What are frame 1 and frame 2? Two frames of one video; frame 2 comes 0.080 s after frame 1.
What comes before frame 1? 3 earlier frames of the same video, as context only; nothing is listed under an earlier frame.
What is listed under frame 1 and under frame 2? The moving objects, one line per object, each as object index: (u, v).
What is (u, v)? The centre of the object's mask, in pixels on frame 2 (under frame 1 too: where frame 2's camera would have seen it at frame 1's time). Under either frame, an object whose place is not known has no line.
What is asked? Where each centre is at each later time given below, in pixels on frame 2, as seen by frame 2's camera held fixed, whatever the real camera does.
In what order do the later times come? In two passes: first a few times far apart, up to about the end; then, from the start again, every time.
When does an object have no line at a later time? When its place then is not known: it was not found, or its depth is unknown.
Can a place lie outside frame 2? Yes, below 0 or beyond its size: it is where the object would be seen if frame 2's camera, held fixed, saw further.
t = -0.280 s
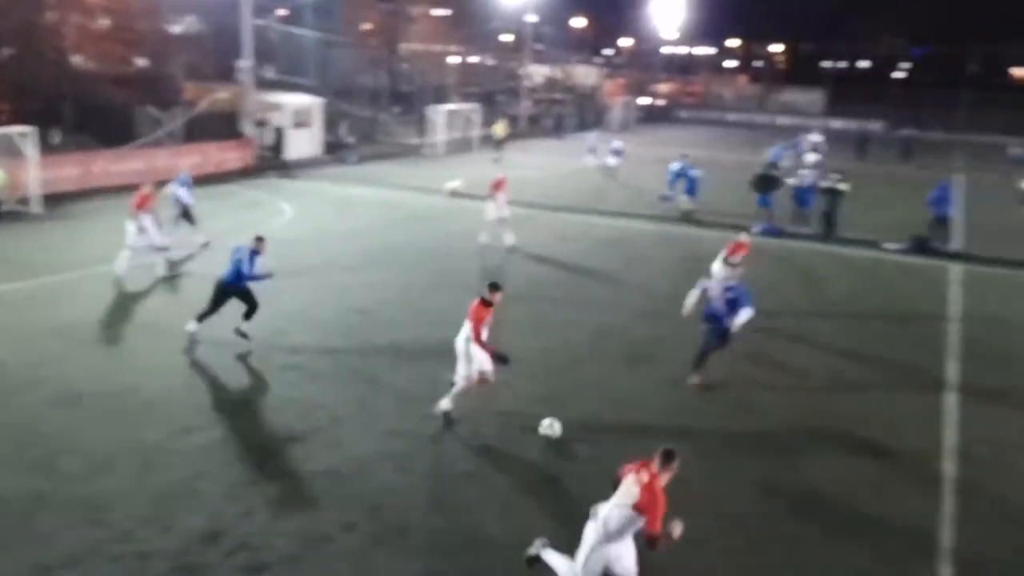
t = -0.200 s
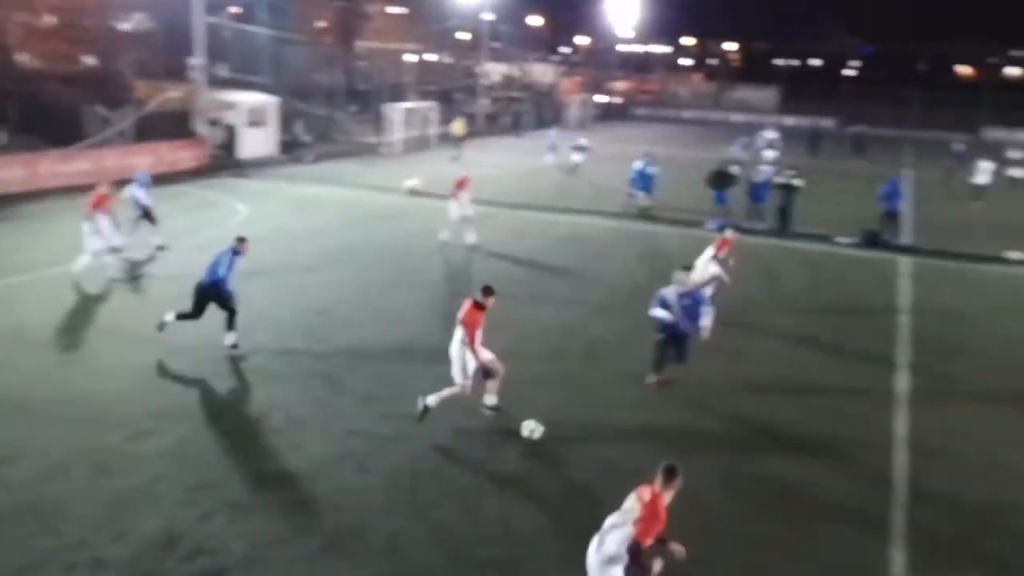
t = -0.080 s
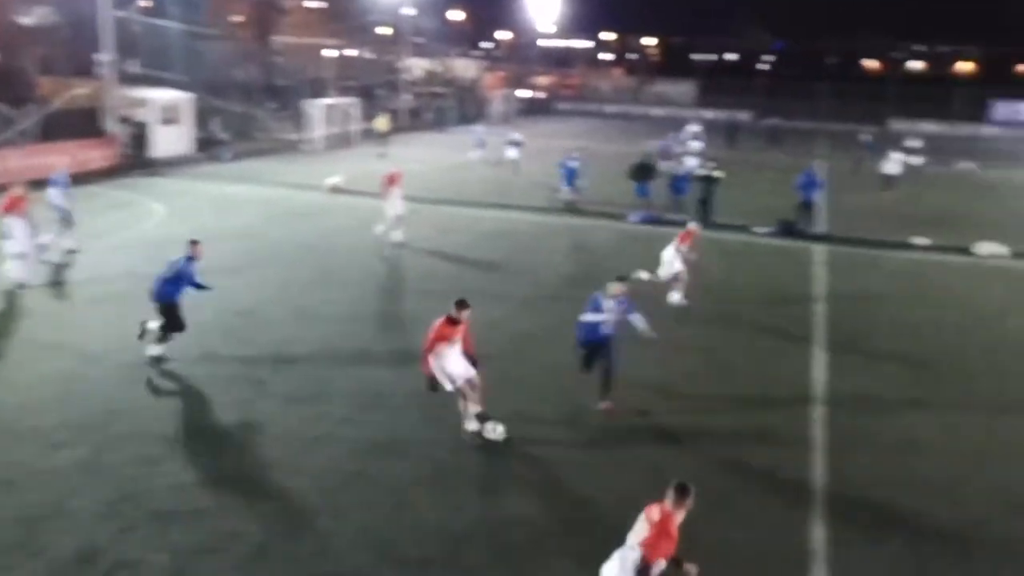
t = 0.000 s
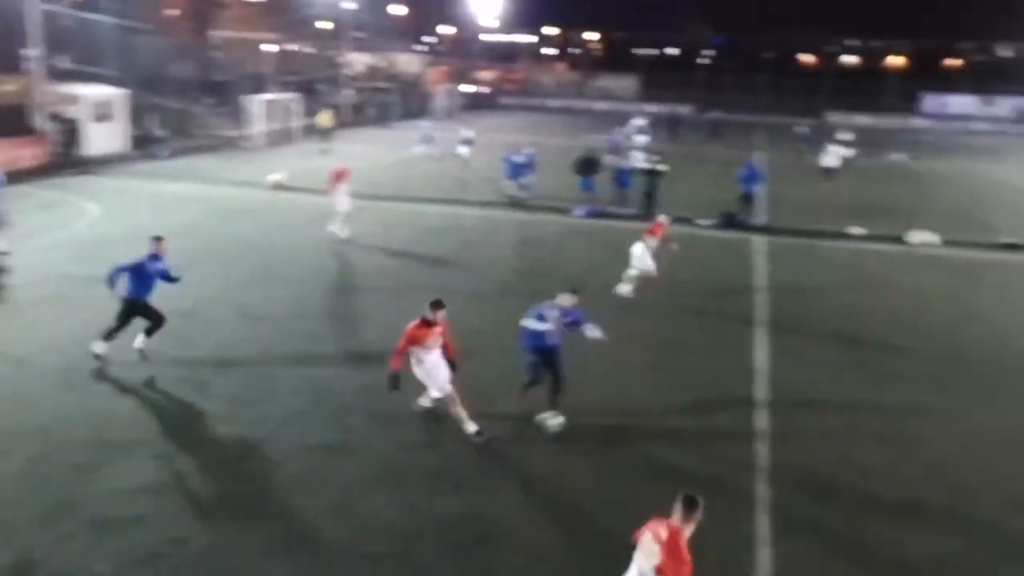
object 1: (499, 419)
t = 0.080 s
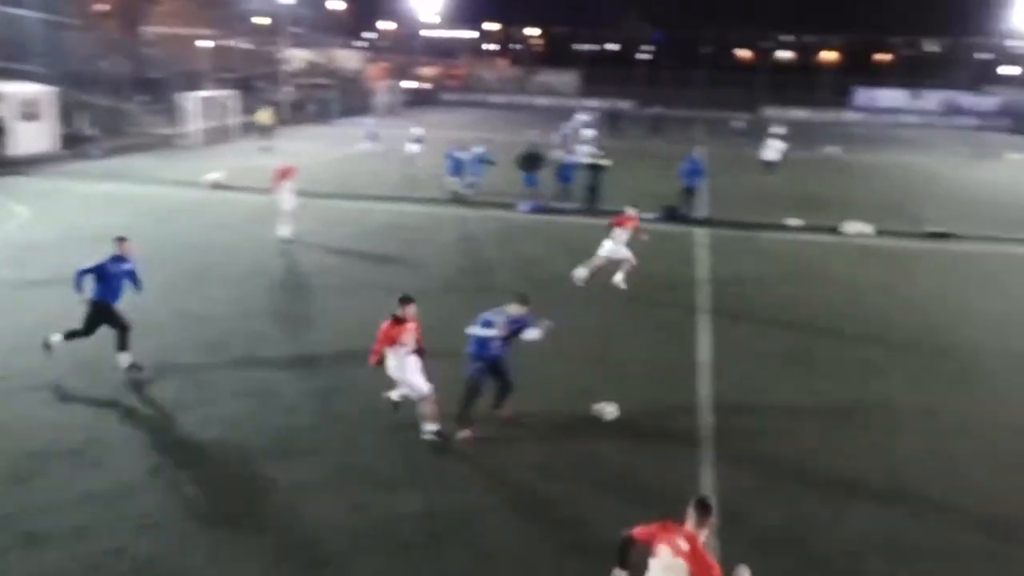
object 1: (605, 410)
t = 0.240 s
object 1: (786, 395)
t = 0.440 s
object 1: (965, 377)
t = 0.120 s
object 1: (656, 405)
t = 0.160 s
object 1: (701, 405)
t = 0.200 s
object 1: (744, 398)
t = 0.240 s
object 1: (786, 395)
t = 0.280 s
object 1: (825, 393)
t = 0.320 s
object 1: (864, 390)
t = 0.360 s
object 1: (899, 385)
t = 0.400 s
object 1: (932, 380)
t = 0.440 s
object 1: (965, 377)
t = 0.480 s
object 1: (995, 372)
